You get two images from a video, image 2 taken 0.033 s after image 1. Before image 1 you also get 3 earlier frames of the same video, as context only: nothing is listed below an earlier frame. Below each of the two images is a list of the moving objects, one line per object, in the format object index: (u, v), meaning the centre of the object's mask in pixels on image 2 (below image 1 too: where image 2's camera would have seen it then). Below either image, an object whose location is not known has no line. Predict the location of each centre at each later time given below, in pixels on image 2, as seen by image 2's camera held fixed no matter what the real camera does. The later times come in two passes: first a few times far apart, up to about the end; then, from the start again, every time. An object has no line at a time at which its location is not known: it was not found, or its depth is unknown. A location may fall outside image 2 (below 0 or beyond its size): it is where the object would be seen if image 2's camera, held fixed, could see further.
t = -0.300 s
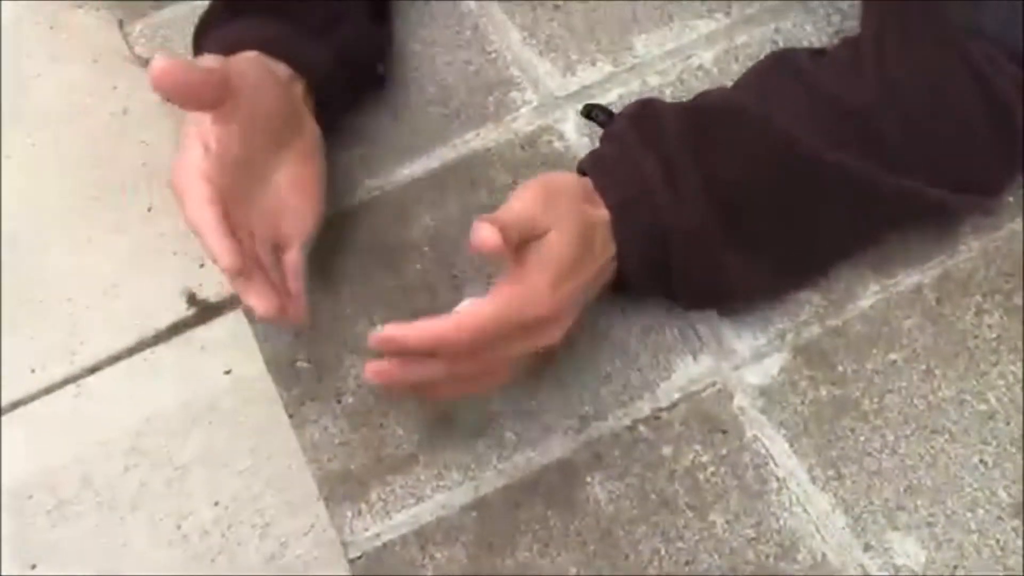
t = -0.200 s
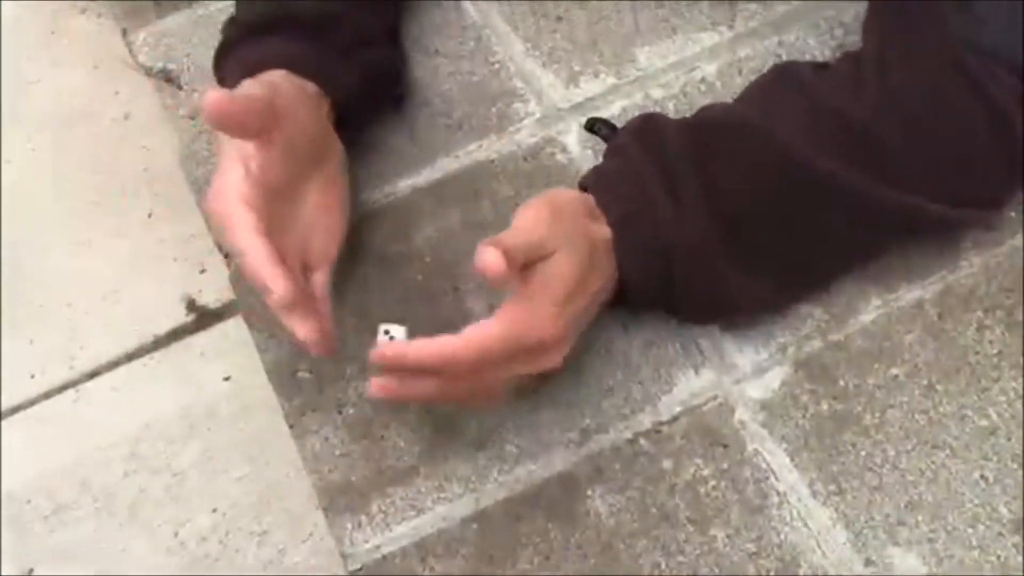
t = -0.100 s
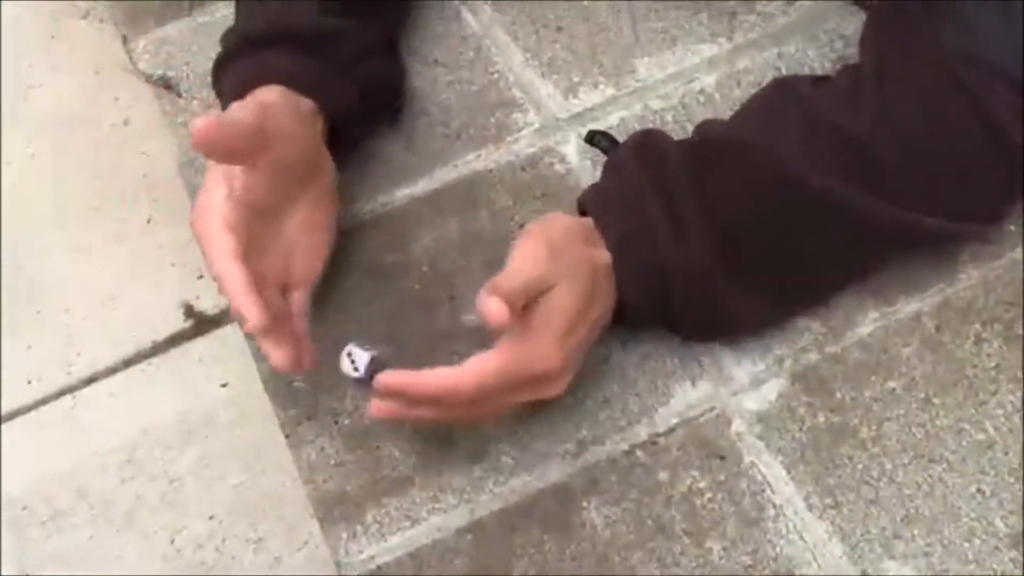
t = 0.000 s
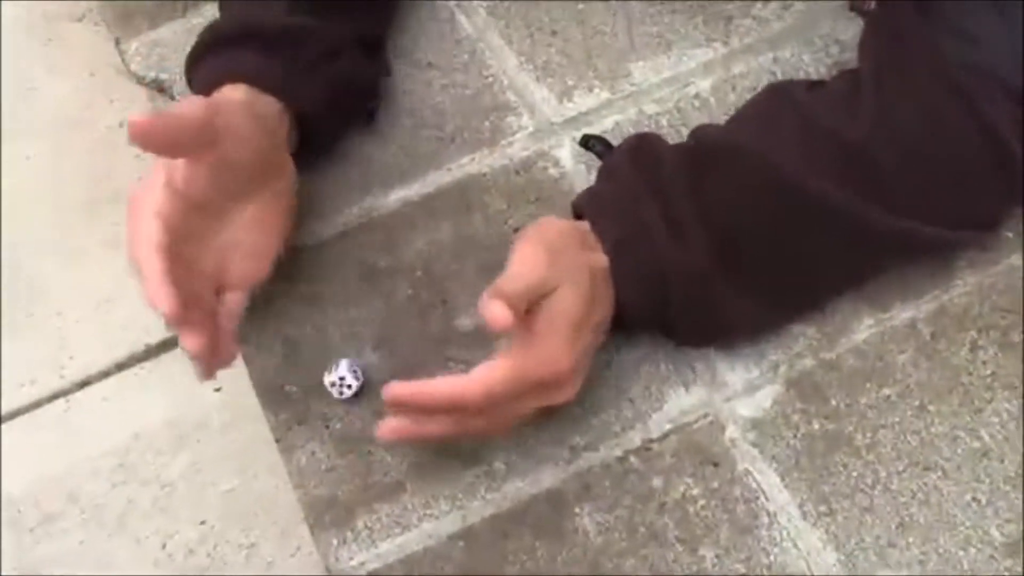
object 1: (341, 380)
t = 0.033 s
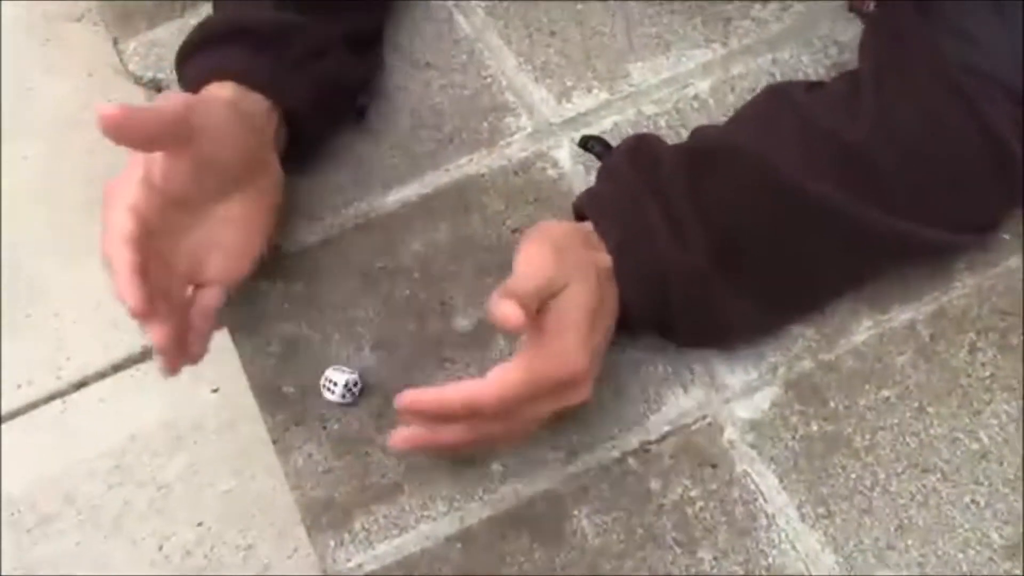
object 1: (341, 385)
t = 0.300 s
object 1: (361, 407)
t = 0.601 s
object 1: (391, 413)
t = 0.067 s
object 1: (340, 391)
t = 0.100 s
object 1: (342, 395)
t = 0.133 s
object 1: (349, 399)
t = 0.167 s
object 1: (351, 401)
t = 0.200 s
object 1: (354, 402)
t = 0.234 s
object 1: (356, 404)
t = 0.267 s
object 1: (358, 405)
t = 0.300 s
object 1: (361, 407)
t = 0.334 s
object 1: (366, 408)
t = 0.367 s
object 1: (369, 408)
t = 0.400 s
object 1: (370, 408)
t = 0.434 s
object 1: (371, 408)
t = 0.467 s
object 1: (375, 410)
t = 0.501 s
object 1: (379, 411)
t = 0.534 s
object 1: (386, 410)
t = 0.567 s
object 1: (389, 411)
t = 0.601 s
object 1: (391, 413)
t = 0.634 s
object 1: (397, 415)
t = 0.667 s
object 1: (399, 417)
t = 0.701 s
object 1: (401, 421)
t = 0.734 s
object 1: (403, 424)
